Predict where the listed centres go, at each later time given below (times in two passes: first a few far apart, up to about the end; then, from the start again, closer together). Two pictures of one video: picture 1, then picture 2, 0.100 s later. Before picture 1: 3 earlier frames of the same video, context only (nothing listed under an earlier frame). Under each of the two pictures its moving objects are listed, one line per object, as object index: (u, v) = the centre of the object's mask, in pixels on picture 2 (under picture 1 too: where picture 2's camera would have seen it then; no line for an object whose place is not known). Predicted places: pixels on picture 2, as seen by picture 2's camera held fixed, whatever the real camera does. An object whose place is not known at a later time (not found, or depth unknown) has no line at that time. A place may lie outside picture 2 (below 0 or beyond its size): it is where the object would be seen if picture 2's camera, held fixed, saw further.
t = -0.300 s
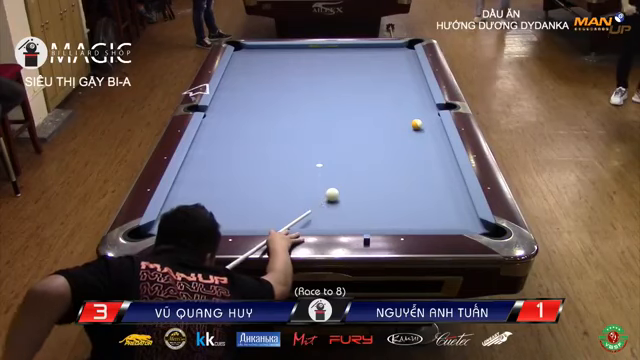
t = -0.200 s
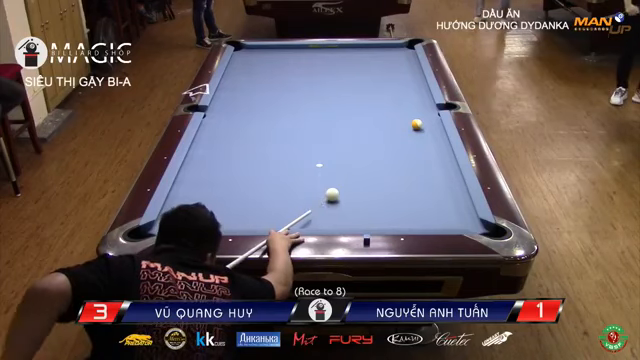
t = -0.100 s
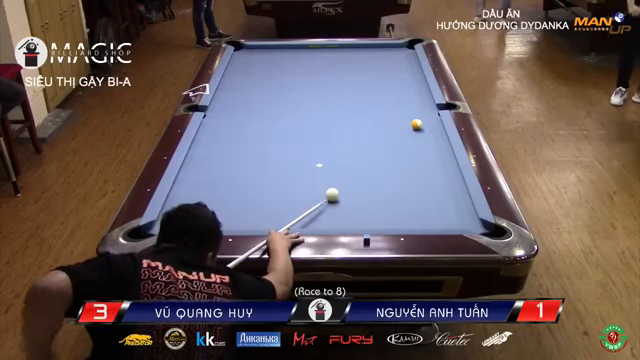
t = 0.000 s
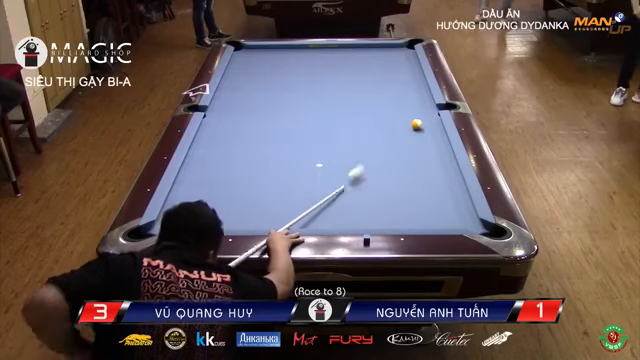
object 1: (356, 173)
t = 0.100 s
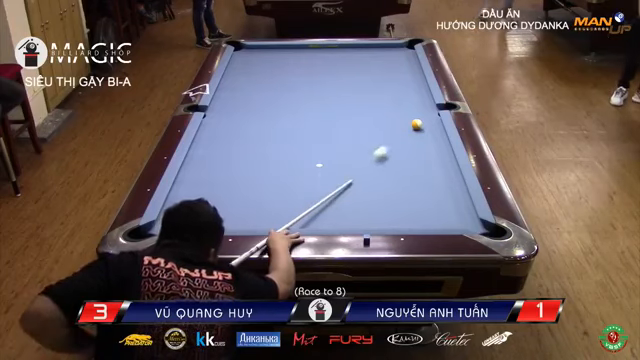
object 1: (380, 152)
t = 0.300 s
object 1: (412, 128)
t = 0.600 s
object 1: (413, 124)
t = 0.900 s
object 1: (415, 120)
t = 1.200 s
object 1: (416, 117)
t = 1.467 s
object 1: (417, 115)
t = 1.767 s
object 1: (418, 114)
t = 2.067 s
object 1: (418, 112)
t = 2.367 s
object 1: (419, 111)
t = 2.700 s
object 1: (418, 110)
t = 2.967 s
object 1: (418, 110)
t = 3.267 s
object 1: (418, 110)
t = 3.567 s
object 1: (418, 110)
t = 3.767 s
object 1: (418, 110)
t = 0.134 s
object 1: (388, 147)
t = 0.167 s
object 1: (394, 141)
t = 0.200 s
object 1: (401, 136)
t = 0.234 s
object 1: (406, 132)
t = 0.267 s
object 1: (411, 127)
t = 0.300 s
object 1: (412, 128)
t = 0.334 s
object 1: (412, 127)
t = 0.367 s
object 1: (412, 127)
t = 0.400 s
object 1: (412, 127)
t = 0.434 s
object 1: (413, 126)
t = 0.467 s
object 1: (413, 126)
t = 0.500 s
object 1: (413, 125)
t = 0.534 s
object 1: (413, 125)
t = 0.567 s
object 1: (413, 124)
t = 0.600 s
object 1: (413, 124)
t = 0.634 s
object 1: (414, 124)
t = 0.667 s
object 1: (414, 123)
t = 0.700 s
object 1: (414, 123)
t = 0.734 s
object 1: (414, 122)
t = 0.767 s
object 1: (415, 122)
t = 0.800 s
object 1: (415, 122)
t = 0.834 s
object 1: (415, 121)
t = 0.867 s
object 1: (415, 121)
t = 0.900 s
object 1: (415, 120)
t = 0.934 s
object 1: (415, 120)
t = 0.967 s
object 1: (416, 119)
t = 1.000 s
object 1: (416, 119)
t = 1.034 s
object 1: (416, 119)
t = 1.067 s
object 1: (416, 119)
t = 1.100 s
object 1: (416, 118)
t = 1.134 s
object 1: (416, 118)
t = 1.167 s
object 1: (417, 117)
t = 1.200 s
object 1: (416, 117)
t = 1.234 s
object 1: (417, 117)
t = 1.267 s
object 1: (417, 117)
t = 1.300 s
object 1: (417, 117)
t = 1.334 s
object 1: (417, 117)
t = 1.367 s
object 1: (417, 116)
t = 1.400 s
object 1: (417, 116)
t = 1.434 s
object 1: (417, 116)
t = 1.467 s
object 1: (417, 115)
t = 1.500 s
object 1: (417, 115)
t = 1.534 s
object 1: (417, 115)
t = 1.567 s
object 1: (417, 115)
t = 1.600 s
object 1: (418, 114)
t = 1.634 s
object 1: (418, 114)
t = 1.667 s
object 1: (418, 114)
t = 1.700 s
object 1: (418, 114)
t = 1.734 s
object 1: (418, 114)
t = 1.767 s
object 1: (418, 114)
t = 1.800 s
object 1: (418, 114)
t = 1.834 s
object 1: (418, 114)
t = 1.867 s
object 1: (418, 113)
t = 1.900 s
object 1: (418, 113)
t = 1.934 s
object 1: (418, 113)
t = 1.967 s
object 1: (418, 112)
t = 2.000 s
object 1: (419, 112)
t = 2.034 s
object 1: (419, 112)
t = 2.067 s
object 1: (418, 112)
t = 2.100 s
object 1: (418, 112)
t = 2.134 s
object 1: (418, 112)
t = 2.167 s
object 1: (418, 112)
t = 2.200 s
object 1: (419, 112)
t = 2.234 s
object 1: (419, 111)
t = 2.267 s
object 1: (418, 112)
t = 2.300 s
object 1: (418, 112)
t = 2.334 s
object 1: (419, 112)
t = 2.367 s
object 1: (419, 111)
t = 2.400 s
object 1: (419, 111)
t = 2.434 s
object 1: (419, 111)
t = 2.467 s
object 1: (420, 111)
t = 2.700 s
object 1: (418, 110)
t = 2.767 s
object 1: (418, 110)
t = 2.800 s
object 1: (418, 110)
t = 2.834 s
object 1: (418, 110)
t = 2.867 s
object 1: (418, 110)
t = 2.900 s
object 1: (418, 110)
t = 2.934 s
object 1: (418, 110)
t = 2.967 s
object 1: (418, 110)
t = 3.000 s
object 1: (418, 110)
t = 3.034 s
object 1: (418, 110)
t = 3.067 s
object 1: (418, 110)
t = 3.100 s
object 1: (418, 110)
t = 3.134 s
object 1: (418, 110)
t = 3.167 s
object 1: (418, 110)
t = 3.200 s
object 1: (418, 110)
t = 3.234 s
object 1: (418, 110)
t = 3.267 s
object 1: (418, 110)
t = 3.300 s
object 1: (418, 110)
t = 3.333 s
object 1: (418, 110)
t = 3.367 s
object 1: (418, 110)
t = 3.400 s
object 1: (418, 110)
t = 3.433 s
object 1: (418, 110)
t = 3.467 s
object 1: (418, 110)
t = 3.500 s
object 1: (418, 110)
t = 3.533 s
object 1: (418, 110)
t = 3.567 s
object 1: (418, 110)
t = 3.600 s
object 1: (418, 110)
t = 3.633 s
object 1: (418, 110)
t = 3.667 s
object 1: (418, 110)
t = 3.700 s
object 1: (418, 110)
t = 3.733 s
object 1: (418, 110)
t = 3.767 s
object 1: (418, 110)
